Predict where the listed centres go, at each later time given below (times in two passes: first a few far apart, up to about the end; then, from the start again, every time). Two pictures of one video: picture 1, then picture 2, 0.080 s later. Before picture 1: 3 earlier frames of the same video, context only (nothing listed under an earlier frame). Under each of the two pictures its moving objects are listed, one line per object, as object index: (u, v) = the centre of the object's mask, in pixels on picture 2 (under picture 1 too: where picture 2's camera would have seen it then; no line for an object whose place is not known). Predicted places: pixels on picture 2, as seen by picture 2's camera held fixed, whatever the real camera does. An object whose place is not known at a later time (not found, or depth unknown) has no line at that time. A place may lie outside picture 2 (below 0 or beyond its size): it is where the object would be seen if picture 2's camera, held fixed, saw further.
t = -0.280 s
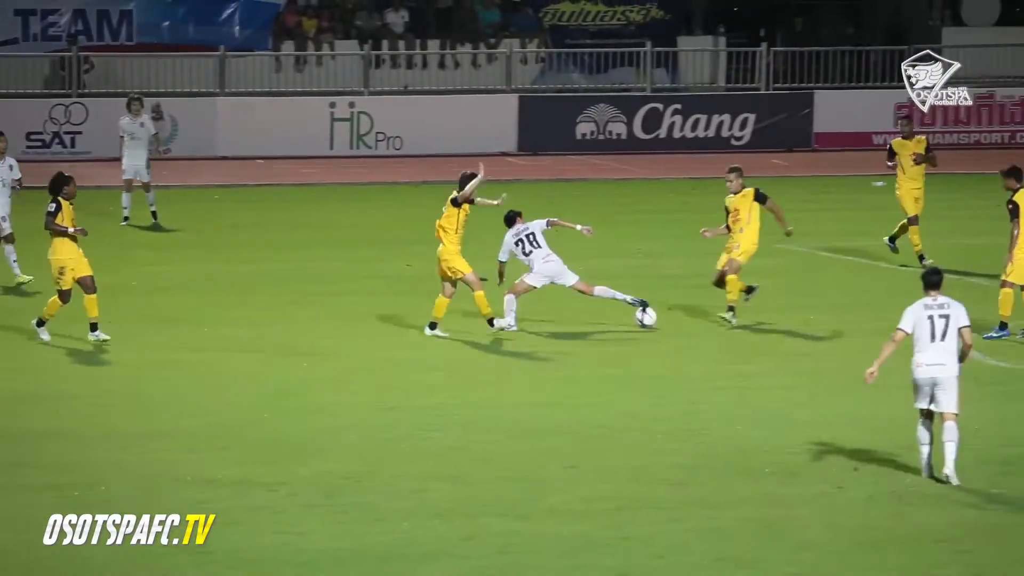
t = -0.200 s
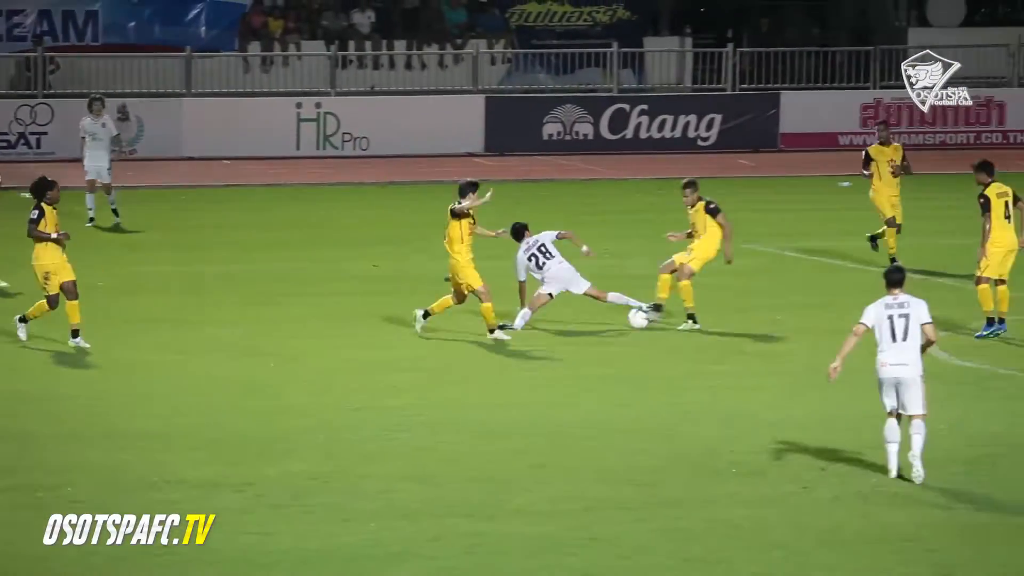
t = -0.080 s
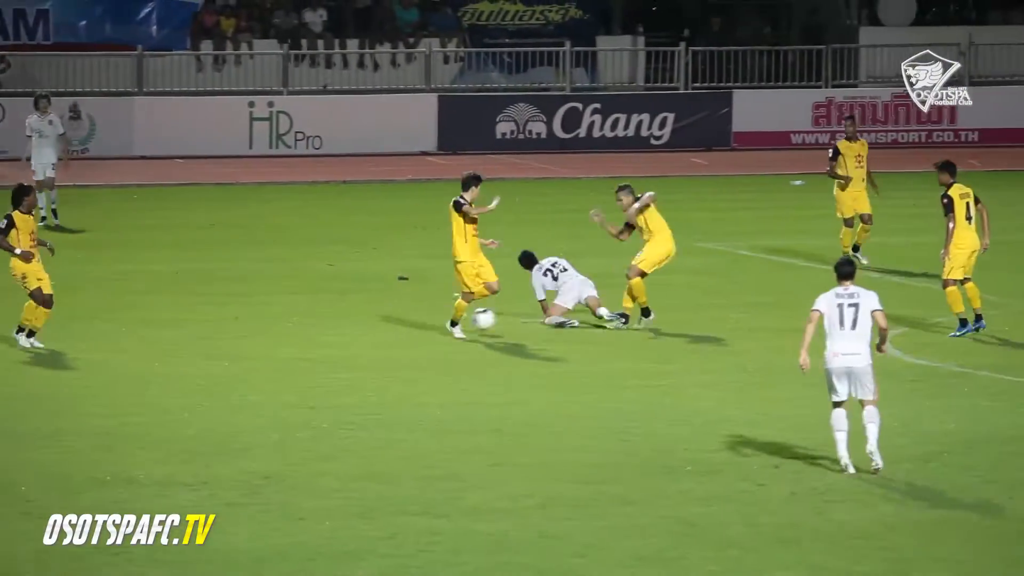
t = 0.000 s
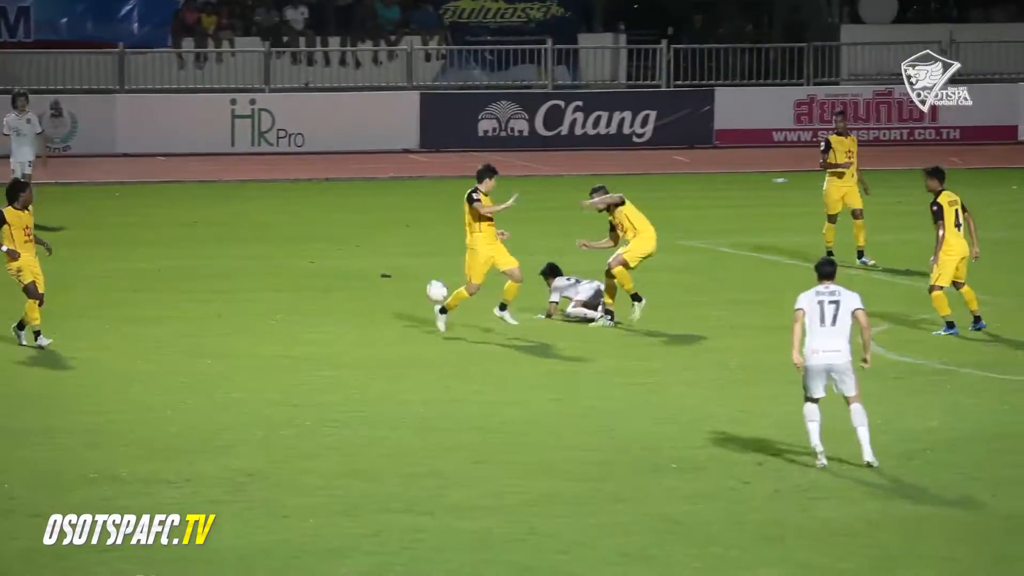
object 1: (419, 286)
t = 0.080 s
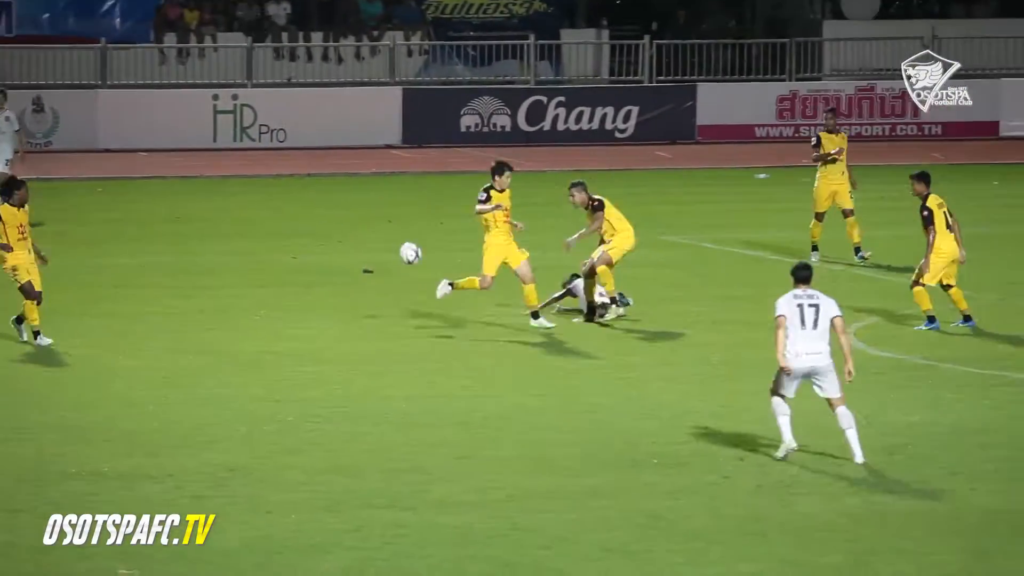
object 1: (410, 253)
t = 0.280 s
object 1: (388, 195)
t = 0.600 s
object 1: (352, 180)
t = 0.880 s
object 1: (321, 245)
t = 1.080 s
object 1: (300, 292)
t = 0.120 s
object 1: (406, 238)
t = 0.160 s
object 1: (401, 225)
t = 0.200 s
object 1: (397, 214)
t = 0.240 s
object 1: (392, 204)
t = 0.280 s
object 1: (388, 195)
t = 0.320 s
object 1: (384, 189)
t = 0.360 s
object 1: (380, 183)
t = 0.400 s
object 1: (375, 178)
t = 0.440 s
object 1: (370, 176)
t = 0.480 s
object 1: (365, 175)
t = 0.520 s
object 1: (361, 175)
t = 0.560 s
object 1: (357, 177)
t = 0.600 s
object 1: (352, 180)
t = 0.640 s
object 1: (348, 185)
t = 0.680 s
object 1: (343, 191)
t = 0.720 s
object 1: (338, 199)
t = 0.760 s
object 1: (334, 209)
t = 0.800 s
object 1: (330, 219)
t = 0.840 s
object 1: (326, 231)
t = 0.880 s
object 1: (321, 245)
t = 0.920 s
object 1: (317, 261)
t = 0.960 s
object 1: (312, 278)
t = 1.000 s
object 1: (308, 296)
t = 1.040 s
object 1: (304, 302)
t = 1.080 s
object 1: (300, 292)
